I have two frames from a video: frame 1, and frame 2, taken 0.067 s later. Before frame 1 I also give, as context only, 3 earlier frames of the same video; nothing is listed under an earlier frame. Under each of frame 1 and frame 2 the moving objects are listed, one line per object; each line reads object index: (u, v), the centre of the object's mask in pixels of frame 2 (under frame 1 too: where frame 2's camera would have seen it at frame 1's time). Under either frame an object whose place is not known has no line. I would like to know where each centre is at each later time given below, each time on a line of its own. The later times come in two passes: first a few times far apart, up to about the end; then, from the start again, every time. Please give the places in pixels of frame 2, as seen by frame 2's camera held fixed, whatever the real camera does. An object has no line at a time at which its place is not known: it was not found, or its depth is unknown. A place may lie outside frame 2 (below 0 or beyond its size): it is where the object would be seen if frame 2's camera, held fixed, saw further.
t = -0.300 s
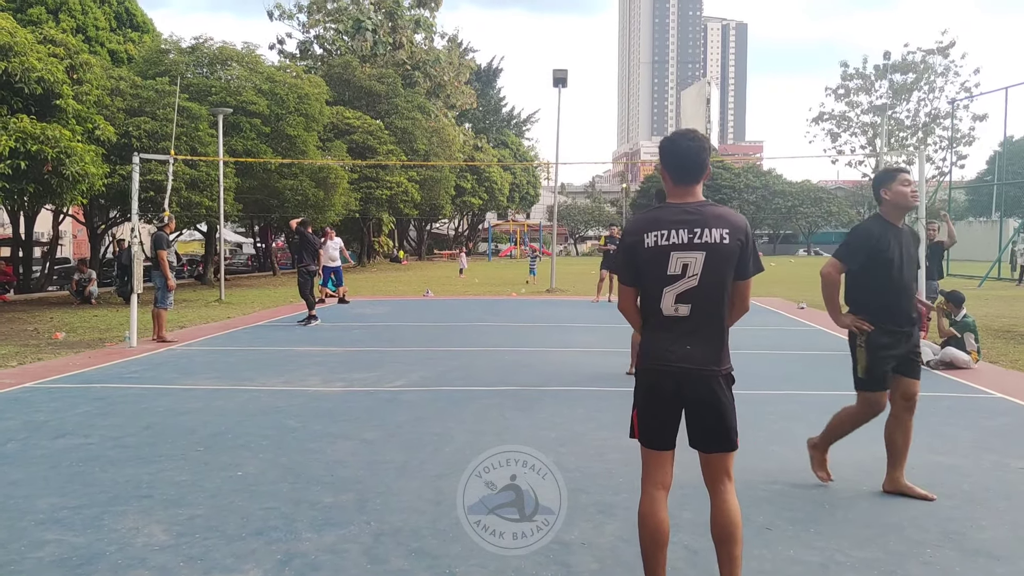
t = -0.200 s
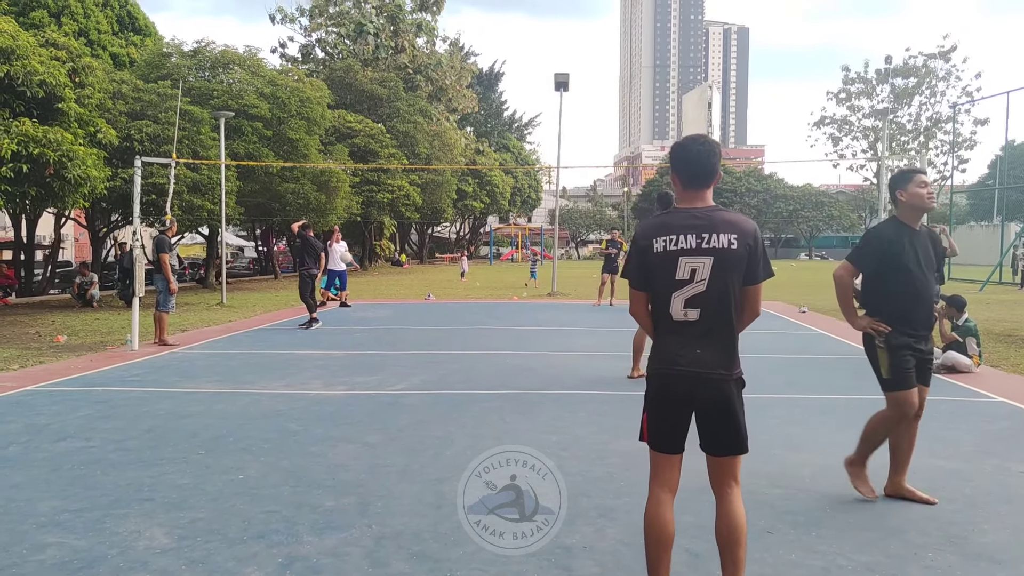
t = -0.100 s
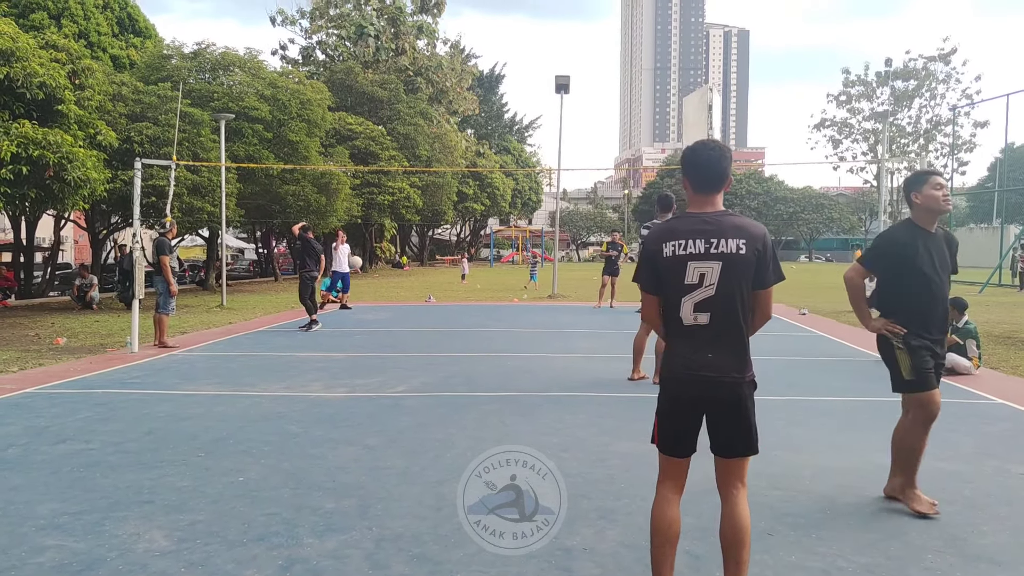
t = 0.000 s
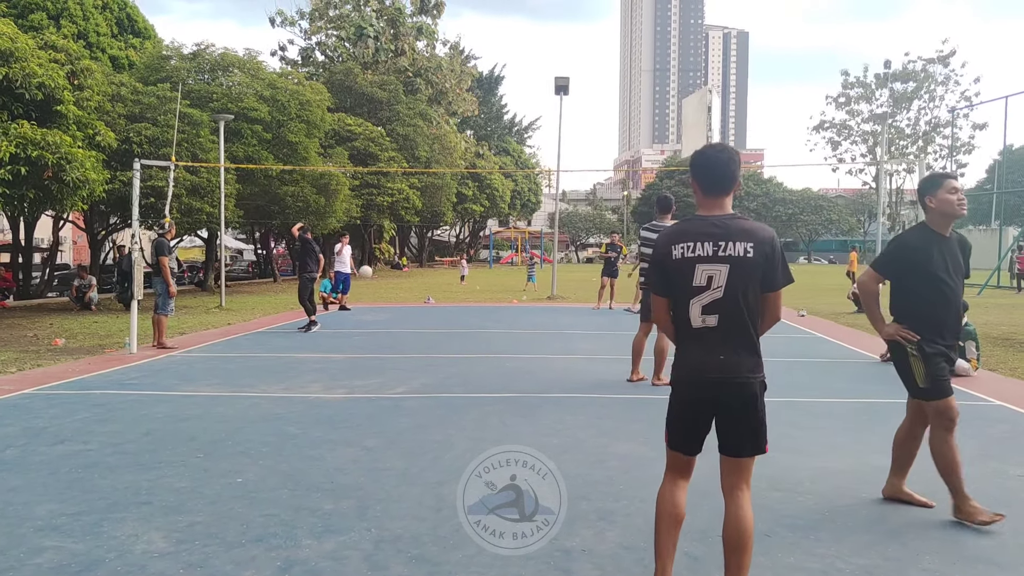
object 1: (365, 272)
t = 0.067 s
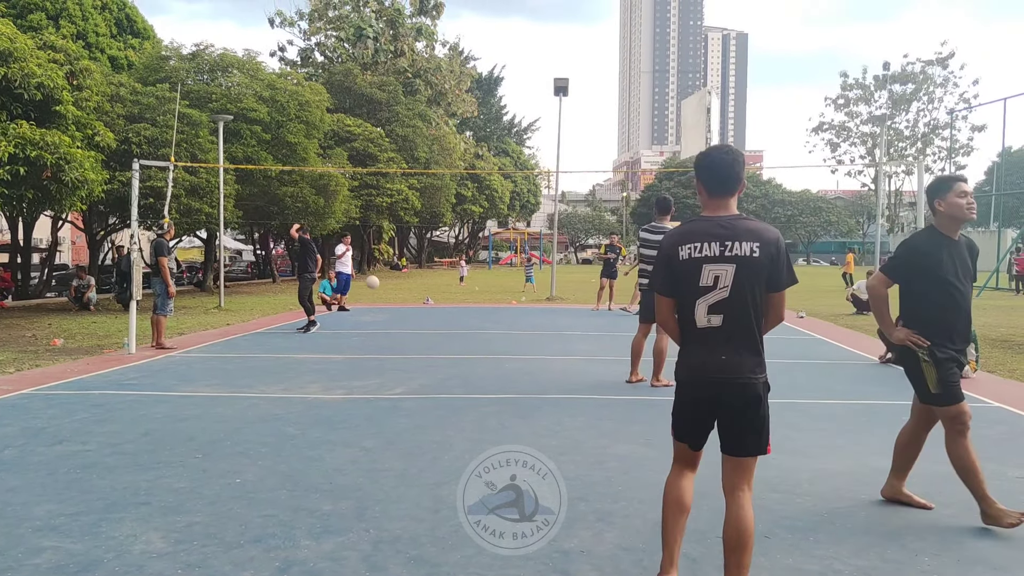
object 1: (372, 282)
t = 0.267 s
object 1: (400, 334)
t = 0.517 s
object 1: (432, 297)
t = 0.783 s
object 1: (474, 299)
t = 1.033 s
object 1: (522, 368)
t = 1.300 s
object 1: (587, 327)
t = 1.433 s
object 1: (626, 325)
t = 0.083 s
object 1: (374, 285)
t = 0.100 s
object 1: (376, 288)
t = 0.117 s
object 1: (379, 292)
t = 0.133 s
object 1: (381, 295)
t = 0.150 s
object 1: (383, 299)
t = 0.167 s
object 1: (386, 304)
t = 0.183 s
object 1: (388, 308)
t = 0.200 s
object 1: (390, 313)
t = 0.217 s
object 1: (392, 317)
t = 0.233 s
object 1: (395, 322)
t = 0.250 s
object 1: (397, 328)
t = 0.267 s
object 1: (400, 334)
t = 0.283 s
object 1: (403, 338)
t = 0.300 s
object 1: (404, 334)
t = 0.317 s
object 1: (406, 331)
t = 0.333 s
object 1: (408, 327)
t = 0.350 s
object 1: (410, 323)
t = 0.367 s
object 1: (412, 320)
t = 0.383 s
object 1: (414, 317)
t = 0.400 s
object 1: (416, 313)
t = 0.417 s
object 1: (418, 310)
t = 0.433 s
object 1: (420, 307)
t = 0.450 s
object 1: (423, 305)
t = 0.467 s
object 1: (426, 302)
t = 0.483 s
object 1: (427, 300)
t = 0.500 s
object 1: (430, 298)
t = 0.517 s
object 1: (432, 297)
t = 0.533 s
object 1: (434, 295)
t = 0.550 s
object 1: (437, 294)
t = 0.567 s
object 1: (439, 293)
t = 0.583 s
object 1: (442, 292)
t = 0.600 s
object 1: (444, 291)
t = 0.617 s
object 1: (446, 291)
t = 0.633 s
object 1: (449, 290)
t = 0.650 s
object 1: (452, 291)
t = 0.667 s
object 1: (455, 291)
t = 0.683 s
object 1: (457, 291)
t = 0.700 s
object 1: (460, 292)
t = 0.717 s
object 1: (463, 293)
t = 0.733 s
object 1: (465, 294)
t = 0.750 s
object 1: (468, 296)
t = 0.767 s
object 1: (471, 297)
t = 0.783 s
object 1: (474, 299)
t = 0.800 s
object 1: (477, 302)
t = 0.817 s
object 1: (481, 305)
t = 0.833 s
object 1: (483, 308)
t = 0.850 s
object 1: (486, 311)
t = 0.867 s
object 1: (490, 314)
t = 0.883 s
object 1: (493, 318)
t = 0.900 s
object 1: (496, 322)
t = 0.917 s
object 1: (499, 326)
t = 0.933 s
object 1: (502, 331)
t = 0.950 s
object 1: (505, 337)
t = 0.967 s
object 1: (509, 342)
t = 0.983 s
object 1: (512, 348)
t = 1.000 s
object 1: (515, 354)
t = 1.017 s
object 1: (519, 361)
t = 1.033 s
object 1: (522, 368)
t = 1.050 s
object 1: (524, 374)
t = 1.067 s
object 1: (529, 371)
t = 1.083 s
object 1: (532, 367)
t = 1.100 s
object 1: (536, 362)
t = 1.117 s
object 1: (540, 358)
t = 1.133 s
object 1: (544, 354)
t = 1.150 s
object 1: (548, 350)
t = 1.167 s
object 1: (552, 346)
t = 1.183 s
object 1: (556, 343)
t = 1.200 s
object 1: (561, 340)
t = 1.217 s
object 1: (565, 337)
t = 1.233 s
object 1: (569, 335)
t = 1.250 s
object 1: (573, 332)
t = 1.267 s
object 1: (577, 330)
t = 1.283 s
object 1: (582, 328)
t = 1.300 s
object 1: (587, 327)
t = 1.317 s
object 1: (592, 325)
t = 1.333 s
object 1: (597, 325)
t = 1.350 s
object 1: (601, 324)
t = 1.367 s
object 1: (606, 324)
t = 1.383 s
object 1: (611, 324)
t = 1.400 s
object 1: (616, 324)
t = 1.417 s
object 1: (621, 324)
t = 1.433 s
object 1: (626, 325)
